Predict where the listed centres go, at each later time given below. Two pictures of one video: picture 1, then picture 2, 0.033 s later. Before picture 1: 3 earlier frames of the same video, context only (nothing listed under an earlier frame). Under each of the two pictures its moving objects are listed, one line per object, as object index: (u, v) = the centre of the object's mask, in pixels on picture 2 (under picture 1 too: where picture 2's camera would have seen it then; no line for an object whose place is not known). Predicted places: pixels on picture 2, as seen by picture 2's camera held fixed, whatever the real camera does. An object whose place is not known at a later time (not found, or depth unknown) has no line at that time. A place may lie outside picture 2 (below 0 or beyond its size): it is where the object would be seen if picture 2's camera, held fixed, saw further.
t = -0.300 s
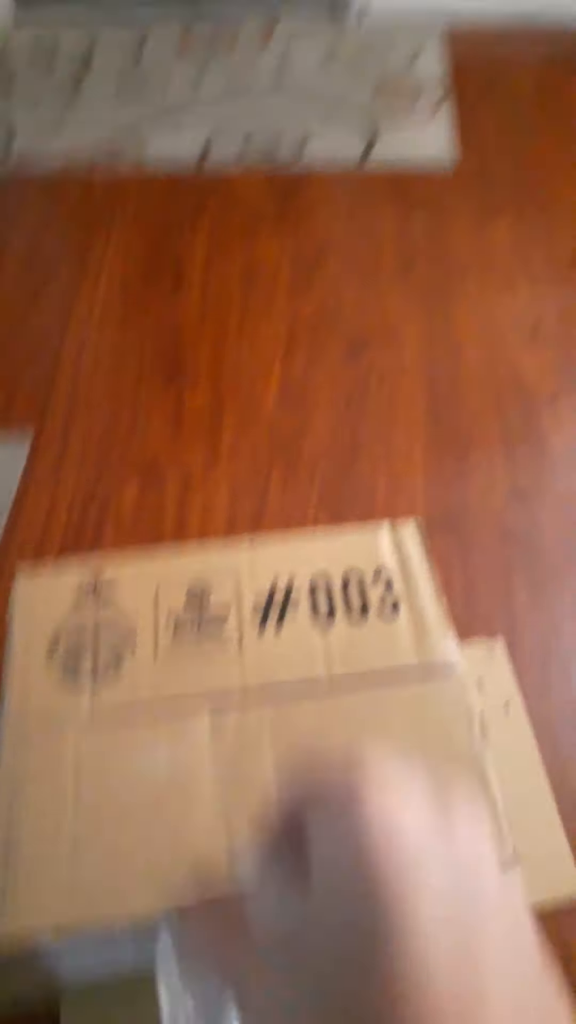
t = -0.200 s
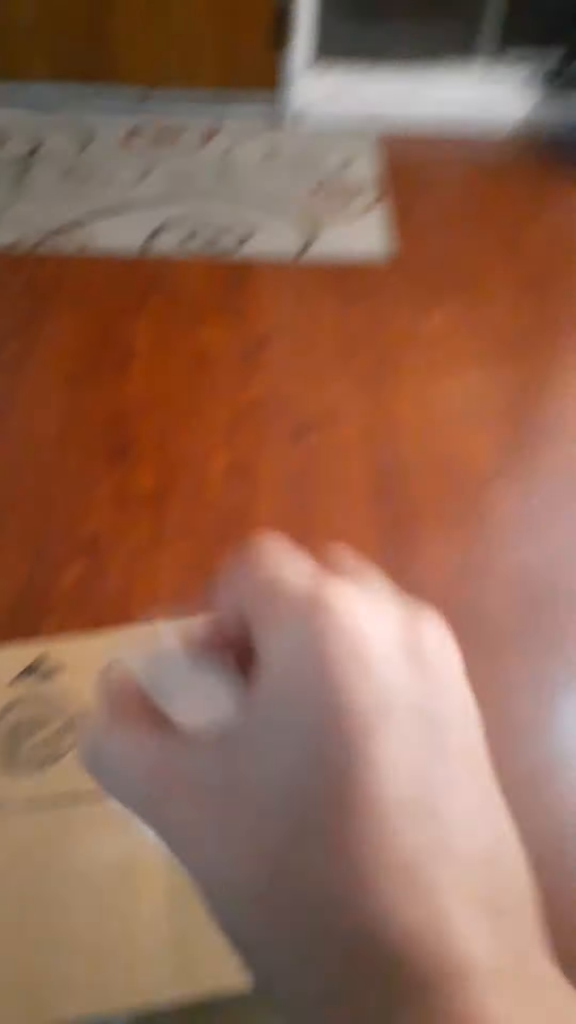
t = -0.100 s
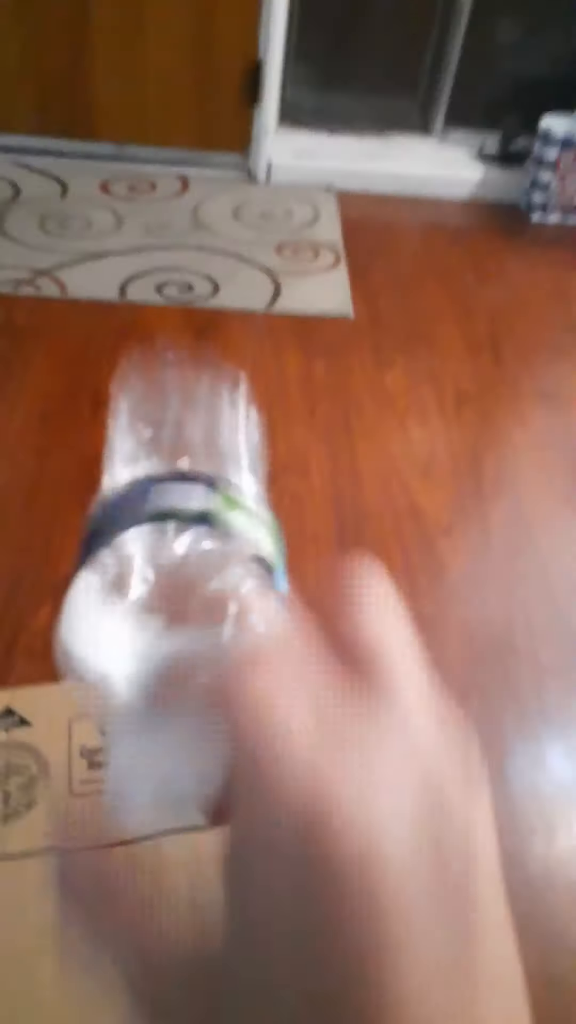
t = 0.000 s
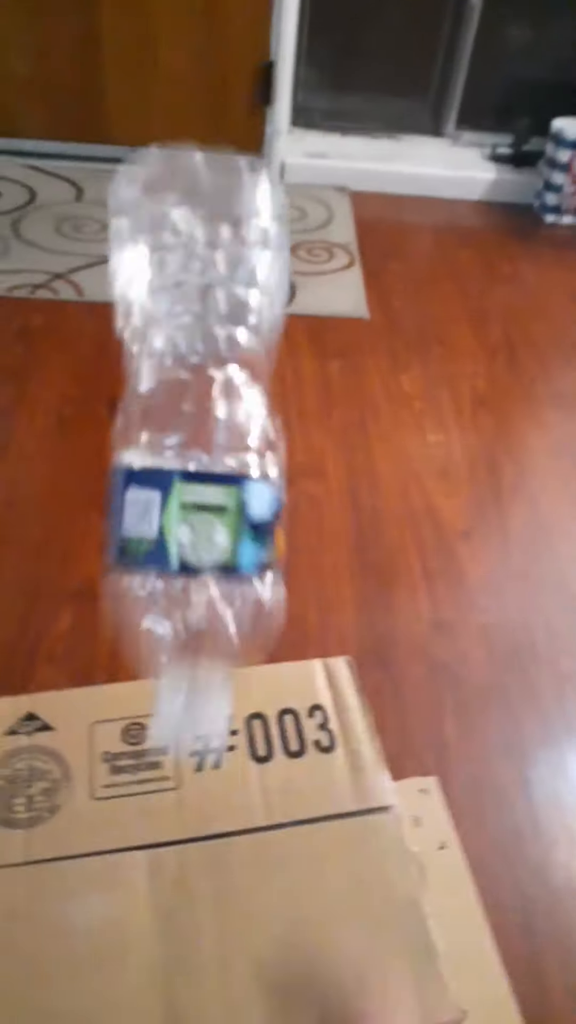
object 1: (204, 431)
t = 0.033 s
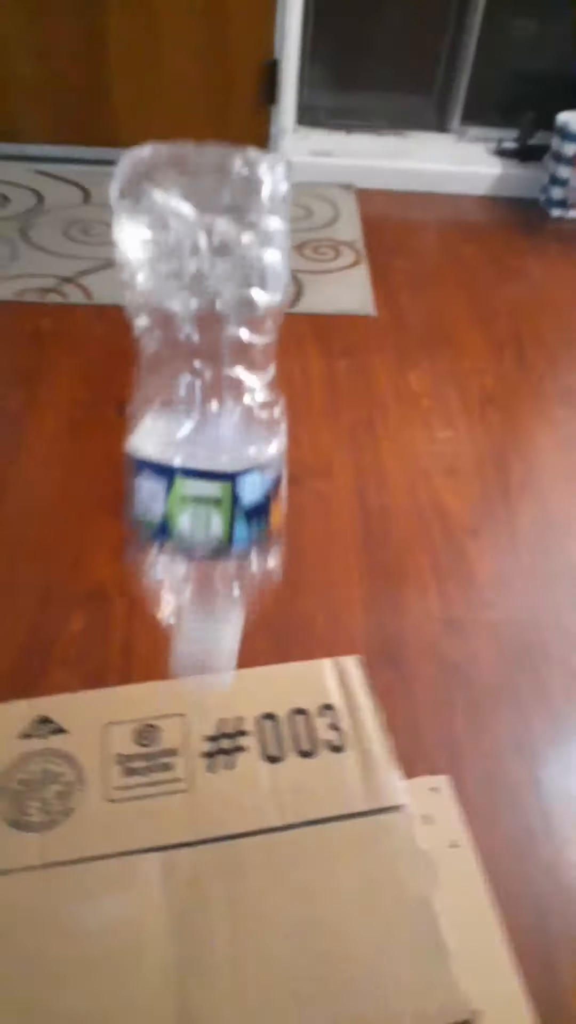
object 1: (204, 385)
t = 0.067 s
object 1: (204, 351)
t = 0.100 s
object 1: (206, 337)
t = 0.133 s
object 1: (205, 350)
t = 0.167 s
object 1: (205, 390)
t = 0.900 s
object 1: (219, 612)
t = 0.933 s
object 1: (221, 615)
